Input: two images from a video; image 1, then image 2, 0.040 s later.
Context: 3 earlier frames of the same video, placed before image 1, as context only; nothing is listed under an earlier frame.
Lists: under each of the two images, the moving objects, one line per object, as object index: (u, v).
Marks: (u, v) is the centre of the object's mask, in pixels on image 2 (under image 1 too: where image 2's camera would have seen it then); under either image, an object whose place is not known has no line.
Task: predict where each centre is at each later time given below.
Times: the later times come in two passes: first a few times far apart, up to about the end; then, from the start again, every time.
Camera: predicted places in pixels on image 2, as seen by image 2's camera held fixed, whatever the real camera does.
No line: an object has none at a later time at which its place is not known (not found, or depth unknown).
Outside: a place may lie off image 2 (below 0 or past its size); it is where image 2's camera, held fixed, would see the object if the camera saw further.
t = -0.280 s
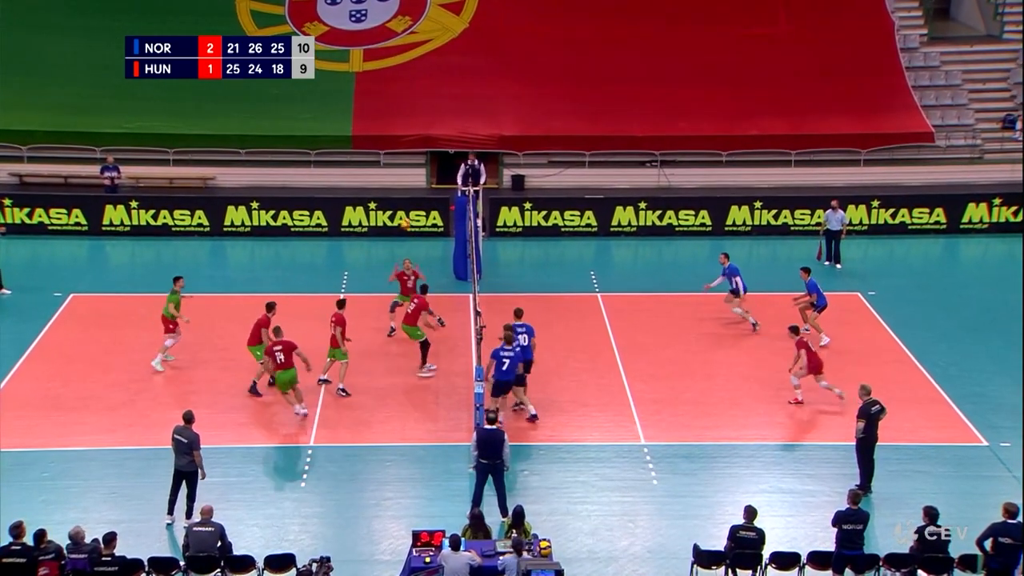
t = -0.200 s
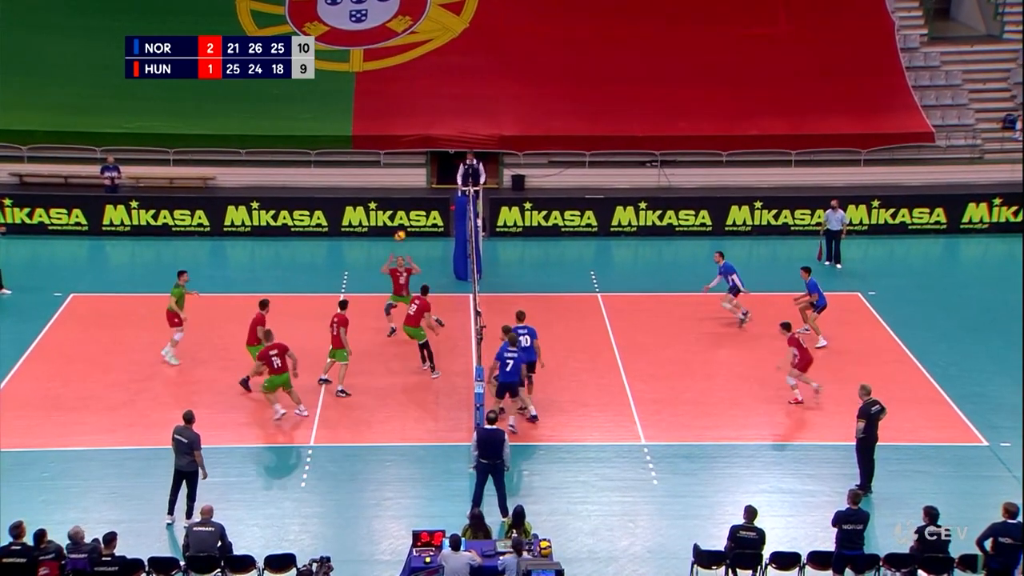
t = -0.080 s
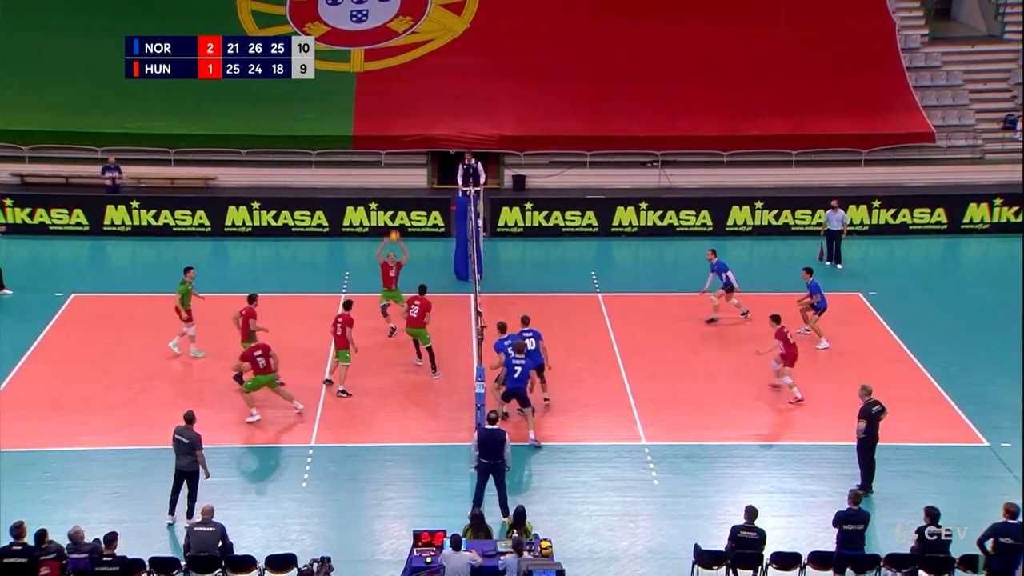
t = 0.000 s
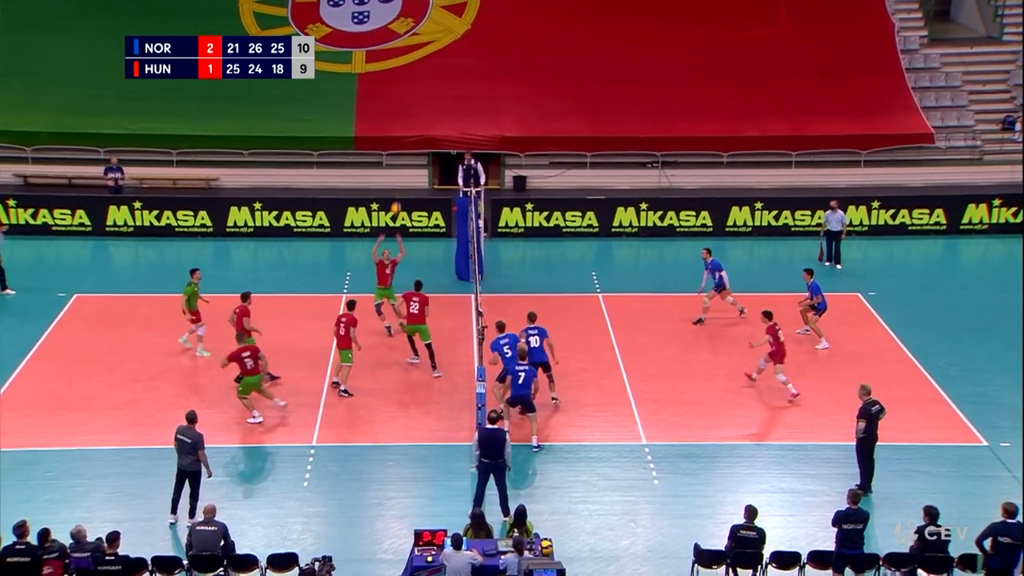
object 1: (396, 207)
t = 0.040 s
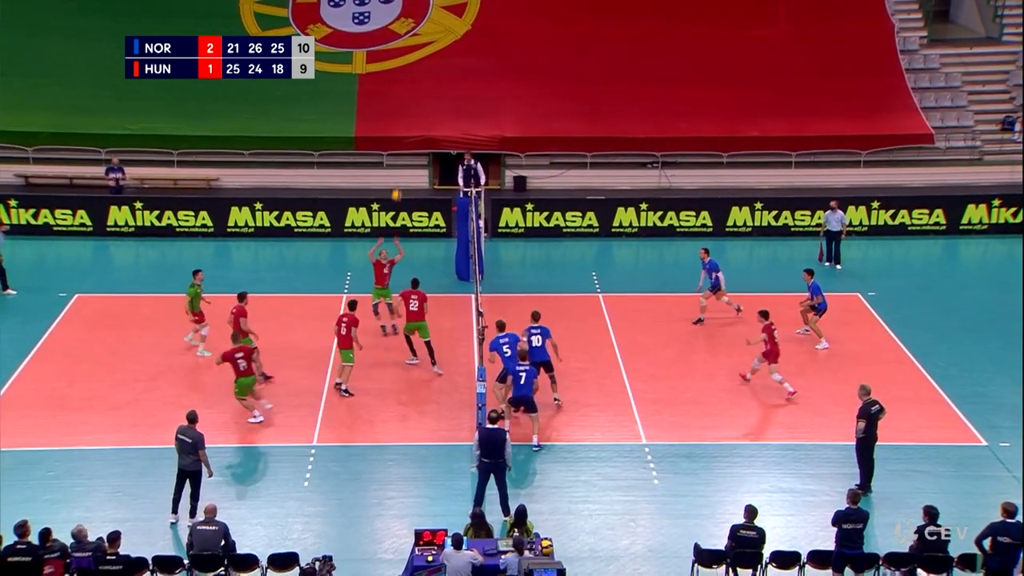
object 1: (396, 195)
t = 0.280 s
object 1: (399, 132)
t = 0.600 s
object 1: (406, 93)
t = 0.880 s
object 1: (412, 97)
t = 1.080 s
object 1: (416, 123)
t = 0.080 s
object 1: (396, 182)
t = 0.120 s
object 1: (396, 170)
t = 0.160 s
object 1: (397, 159)
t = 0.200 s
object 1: (398, 150)
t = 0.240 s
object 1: (399, 141)
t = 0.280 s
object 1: (399, 132)
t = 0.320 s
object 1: (400, 124)
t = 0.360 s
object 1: (401, 118)
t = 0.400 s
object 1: (402, 112)
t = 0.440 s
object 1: (403, 107)
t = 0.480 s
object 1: (404, 102)
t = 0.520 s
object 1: (405, 98)
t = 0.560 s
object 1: (406, 95)
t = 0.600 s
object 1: (406, 93)
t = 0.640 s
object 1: (407, 91)
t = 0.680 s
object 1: (408, 90)
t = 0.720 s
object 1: (409, 90)
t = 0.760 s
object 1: (410, 91)
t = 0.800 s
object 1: (410, 93)
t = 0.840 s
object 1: (411, 95)
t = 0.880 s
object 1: (412, 97)
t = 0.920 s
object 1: (412, 101)
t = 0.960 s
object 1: (413, 106)
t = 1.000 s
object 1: (414, 111)
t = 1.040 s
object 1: (415, 117)
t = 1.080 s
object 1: (416, 123)
